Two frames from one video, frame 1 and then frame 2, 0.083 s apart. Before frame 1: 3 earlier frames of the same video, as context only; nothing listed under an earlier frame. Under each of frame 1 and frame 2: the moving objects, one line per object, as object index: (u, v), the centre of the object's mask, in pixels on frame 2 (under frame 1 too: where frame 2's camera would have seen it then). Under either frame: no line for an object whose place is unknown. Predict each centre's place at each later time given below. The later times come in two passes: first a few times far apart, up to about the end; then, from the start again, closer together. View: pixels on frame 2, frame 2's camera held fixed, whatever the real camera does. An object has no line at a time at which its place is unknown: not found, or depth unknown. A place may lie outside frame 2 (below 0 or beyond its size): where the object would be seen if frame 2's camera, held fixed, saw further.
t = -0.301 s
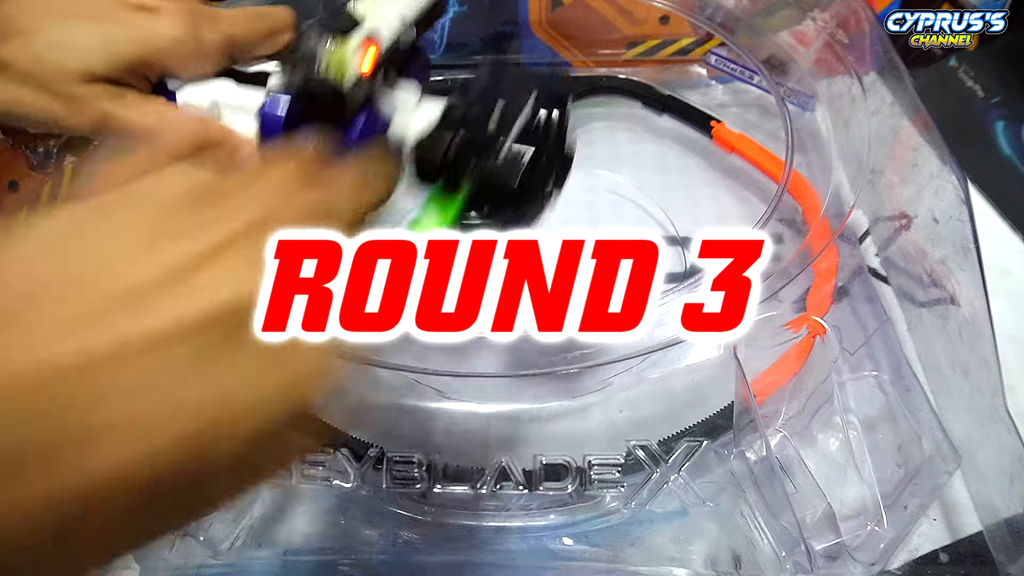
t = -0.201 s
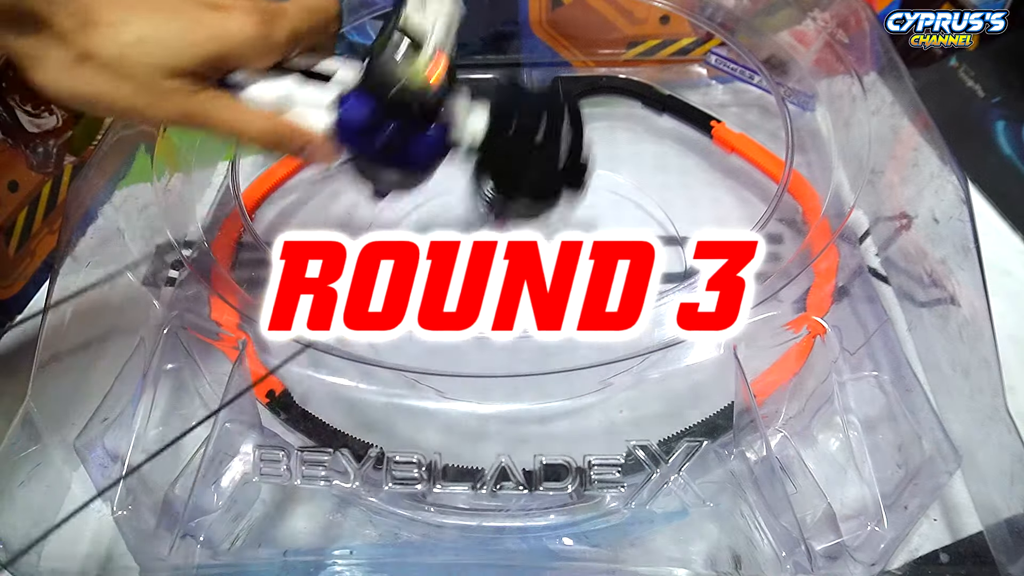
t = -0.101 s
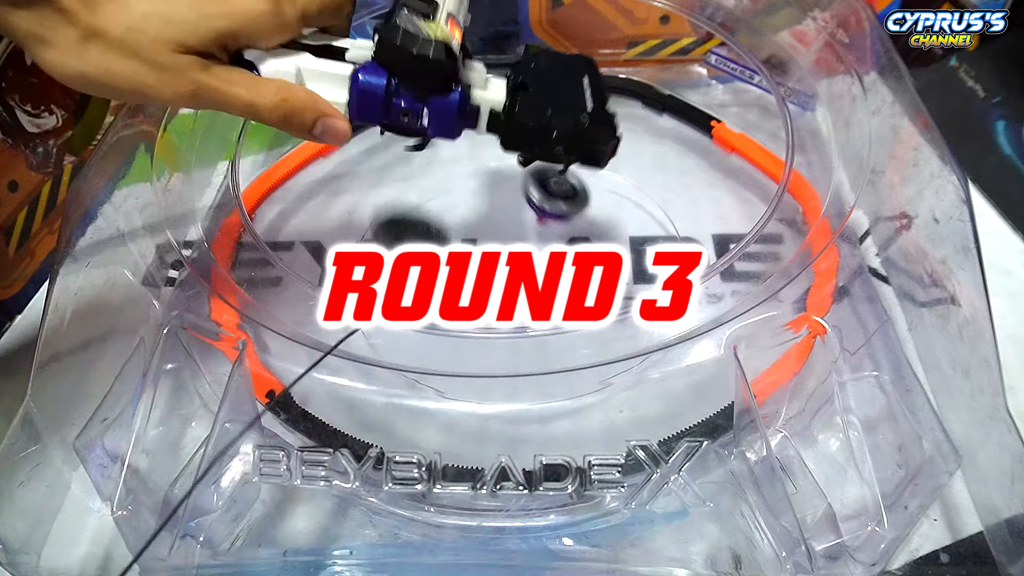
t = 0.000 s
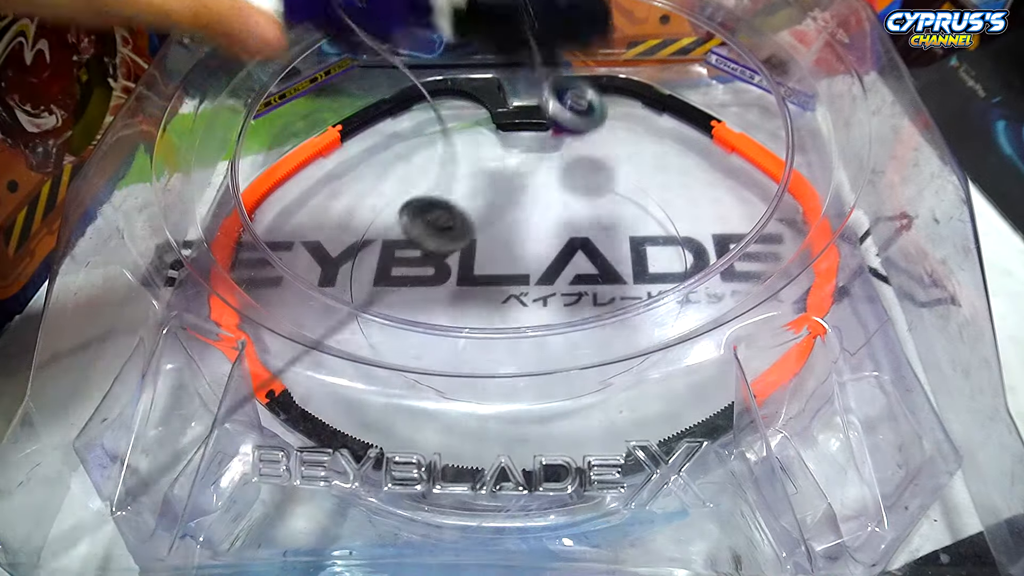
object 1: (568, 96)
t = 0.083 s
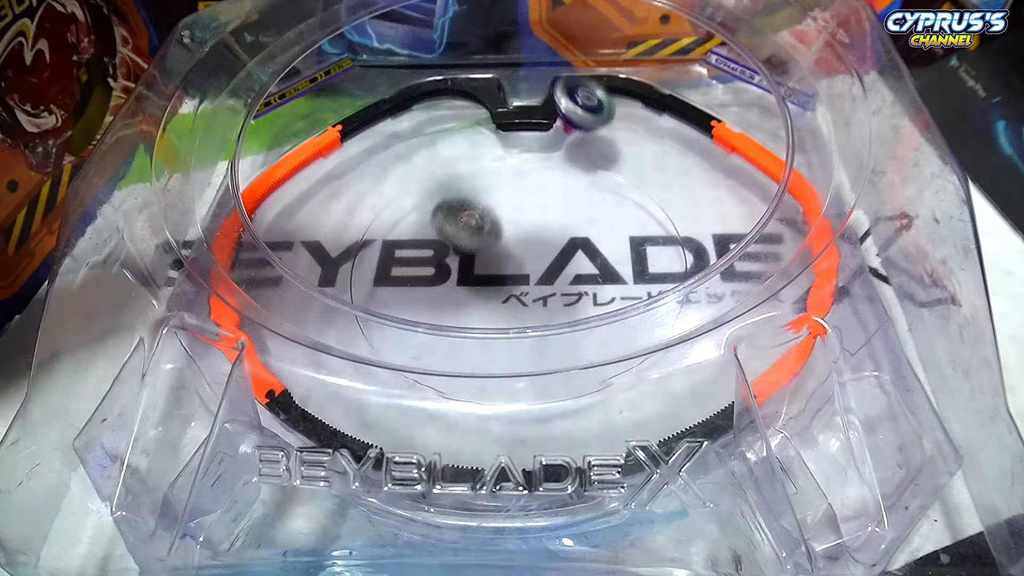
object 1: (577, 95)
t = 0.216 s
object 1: (578, 46)
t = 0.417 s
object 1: (566, 69)
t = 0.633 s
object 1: (608, 115)
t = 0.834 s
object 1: (654, 127)
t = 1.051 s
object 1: (694, 117)
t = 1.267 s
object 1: (682, 104)
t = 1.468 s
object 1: (807, 182)
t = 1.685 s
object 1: (719, 376)
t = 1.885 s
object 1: (579, 388)
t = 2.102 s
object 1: (486, 280)
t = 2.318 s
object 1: (496, 208)
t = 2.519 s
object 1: (543, 263)
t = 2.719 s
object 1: (660, 286)
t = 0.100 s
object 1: (581, 97)
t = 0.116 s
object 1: (580, 83)
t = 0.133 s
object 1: (579, 69)
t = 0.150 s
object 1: (579, 56)
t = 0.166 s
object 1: (579, 50)
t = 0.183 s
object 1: (578, 46)
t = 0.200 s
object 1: (578, 45)
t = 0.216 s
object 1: (578, 46)
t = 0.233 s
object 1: (578, 50)
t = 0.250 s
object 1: (578, 48)
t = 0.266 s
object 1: (577, 44)
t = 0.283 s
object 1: (577, 42)
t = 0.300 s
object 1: (576, 45)
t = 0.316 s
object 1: (574, 46)
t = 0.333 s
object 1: (573, 50)
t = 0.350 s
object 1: (571, 55)
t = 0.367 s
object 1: (570, 56)
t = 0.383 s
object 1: (569, 61)
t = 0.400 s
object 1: (567, 66)
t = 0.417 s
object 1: (566, 69)
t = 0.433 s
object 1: (564, 74)
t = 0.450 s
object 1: (564, 78)
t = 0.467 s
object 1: (563, 82)
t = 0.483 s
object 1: (564, 88)
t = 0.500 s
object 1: (566, 94)
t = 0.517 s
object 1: (569, 101)
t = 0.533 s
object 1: (574, 108)
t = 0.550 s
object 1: (581, 106)
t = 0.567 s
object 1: (586, 107)
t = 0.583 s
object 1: (592, 110)
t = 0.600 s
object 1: (598, 115)
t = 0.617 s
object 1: (603, 114)
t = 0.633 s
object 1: (608, 115)
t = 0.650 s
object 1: (613, 120)
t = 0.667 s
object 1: (618, 119)
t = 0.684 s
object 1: (622, 120)
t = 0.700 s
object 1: (627, 124)
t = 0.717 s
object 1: (630, 124)
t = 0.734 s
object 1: (634, 124)
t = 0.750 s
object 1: (638, 126)
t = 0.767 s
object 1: (641, 125)
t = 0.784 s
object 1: (645, 126)
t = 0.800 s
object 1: (648, 127)
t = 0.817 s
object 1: (651, 126)
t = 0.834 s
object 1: (654, 127)
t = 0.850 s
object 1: (657, 127)
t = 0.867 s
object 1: (660, 126)
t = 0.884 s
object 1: (664, 127)
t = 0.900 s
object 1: (667, 126)
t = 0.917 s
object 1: (669, 125)
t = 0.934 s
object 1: (672, 125)
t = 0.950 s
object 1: (675, 124)
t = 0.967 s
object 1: (678, 123)
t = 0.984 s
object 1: (681, 122)
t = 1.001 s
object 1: (685, 120)
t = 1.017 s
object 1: (688, 119)
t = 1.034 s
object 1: (691, 118)
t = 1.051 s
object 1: (694, 117)
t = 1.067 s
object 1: (698, 115)
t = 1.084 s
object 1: (702, 113)
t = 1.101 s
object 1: (705, 112)
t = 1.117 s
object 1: (703, 108)
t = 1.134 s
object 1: (699, 106)
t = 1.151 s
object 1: (693, 108)
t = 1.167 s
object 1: (688, 111)
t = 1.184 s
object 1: (684, 109)
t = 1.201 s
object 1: (680, 108)
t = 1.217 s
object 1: (675, 111)
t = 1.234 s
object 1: (672, 112)
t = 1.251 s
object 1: (669, 111)
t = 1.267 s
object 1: (682, 104)
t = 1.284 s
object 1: (714, 88)
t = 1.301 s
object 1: (739, 76)
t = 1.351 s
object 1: (795, 80)
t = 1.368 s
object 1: (797, 102)
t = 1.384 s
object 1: (795, 119)
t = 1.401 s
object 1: (795, 126)
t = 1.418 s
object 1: (797, 134)
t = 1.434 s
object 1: (800, 146)
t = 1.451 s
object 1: (806, 160)
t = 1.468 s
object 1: (807, 182)
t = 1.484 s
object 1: (802, 205)
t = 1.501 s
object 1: (798, 219)
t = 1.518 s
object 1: (797, 223)
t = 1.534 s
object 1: (795, 235)
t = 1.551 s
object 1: (793, 250)
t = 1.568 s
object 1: (787, 266)
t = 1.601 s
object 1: (777, 328)
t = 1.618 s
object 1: (770, 341)
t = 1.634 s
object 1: (763, 346)
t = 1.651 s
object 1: (756, 358)
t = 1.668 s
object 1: (743, 372)
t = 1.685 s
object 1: (719, 376)
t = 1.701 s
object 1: (713, 382)
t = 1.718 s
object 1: (704, 388)
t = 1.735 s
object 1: (694, 395)
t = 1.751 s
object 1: (675, 393)
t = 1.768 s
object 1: (666, 395)
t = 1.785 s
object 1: (652, 397)
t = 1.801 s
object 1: (638, 399)
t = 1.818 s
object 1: (622, 398)
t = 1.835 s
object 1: (613, 396)
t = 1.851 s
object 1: (600, 393)
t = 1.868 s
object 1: (589, 391)
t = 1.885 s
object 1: (579, 388)
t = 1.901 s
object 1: (569, 387)
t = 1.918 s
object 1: (554, 370)
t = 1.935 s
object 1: (546, 364)
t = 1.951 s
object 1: (537, 358)
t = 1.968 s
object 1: (529, 354)
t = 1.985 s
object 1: (521, 352)
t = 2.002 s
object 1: (514, 339)
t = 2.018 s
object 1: (509, 314)
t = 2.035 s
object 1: (501, 311)
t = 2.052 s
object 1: (496, 304)
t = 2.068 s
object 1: (492, 299)
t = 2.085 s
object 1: (488, 290)
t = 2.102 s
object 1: (486, 280)
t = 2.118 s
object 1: (485, 271)
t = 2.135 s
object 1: (487, 265)
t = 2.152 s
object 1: (482, 253)
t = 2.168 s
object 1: (485, 249)
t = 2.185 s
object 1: (485, 240)
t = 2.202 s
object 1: (485, 233)
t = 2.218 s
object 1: (486, 228)
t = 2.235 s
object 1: (487, 223)
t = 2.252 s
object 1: (488, 218)
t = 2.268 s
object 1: (490, 214)
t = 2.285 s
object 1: (492, 211)
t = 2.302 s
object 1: (493, 208)
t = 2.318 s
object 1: (496, 208)
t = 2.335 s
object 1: (499, 207)
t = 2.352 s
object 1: (502, 208)
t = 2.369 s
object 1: (504, 210)
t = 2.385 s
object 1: (507, 213)
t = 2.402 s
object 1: (510, 217)
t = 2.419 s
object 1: (513, 221)
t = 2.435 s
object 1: (517, 227)
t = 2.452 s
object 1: (523, 234)
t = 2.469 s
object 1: (525, 241)
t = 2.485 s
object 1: (530, 247)
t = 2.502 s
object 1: (537, 255)
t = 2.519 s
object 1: (543, 263)
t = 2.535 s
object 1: (551, 271)
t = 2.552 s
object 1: (560, 278)
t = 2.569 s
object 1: (569, 285)
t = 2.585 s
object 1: (580, 292)
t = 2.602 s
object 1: (592, 296)
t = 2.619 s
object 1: (603, 298)
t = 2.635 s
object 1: (613, 299)
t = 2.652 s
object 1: (626, 298)
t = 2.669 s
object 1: (636, 296)
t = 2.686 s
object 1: (645, 291)
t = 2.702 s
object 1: (653, 288)
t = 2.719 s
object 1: (660, 286)
